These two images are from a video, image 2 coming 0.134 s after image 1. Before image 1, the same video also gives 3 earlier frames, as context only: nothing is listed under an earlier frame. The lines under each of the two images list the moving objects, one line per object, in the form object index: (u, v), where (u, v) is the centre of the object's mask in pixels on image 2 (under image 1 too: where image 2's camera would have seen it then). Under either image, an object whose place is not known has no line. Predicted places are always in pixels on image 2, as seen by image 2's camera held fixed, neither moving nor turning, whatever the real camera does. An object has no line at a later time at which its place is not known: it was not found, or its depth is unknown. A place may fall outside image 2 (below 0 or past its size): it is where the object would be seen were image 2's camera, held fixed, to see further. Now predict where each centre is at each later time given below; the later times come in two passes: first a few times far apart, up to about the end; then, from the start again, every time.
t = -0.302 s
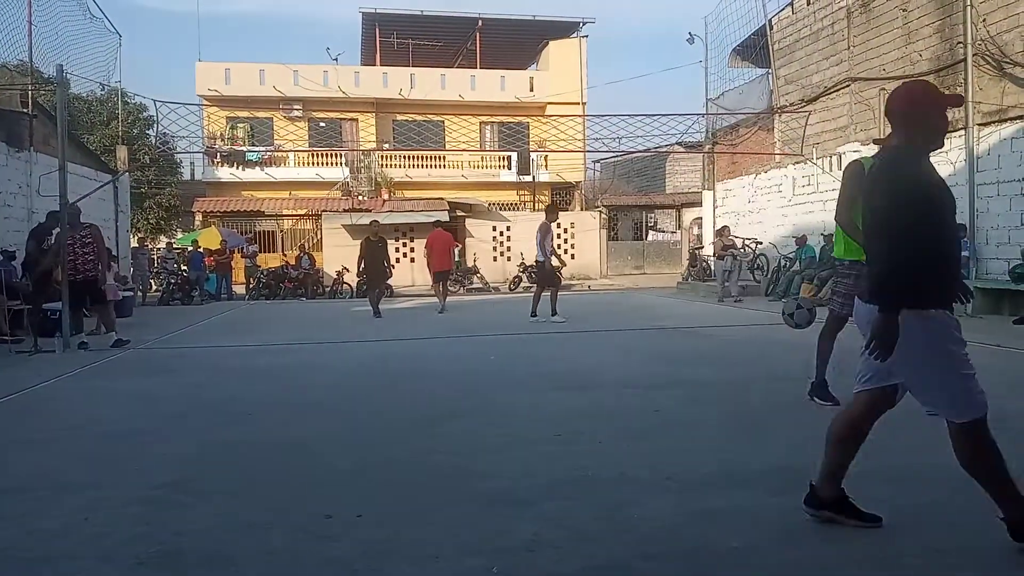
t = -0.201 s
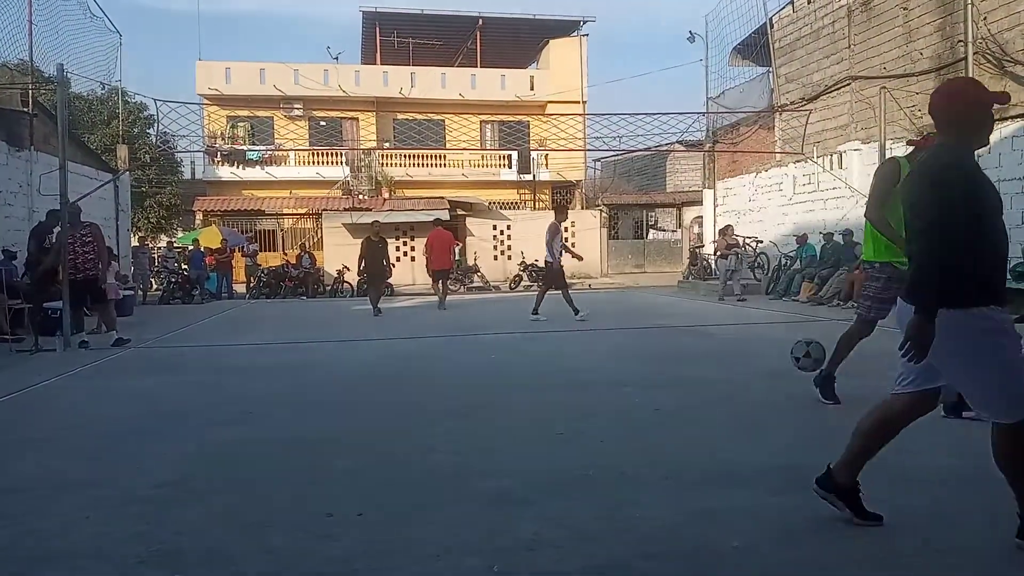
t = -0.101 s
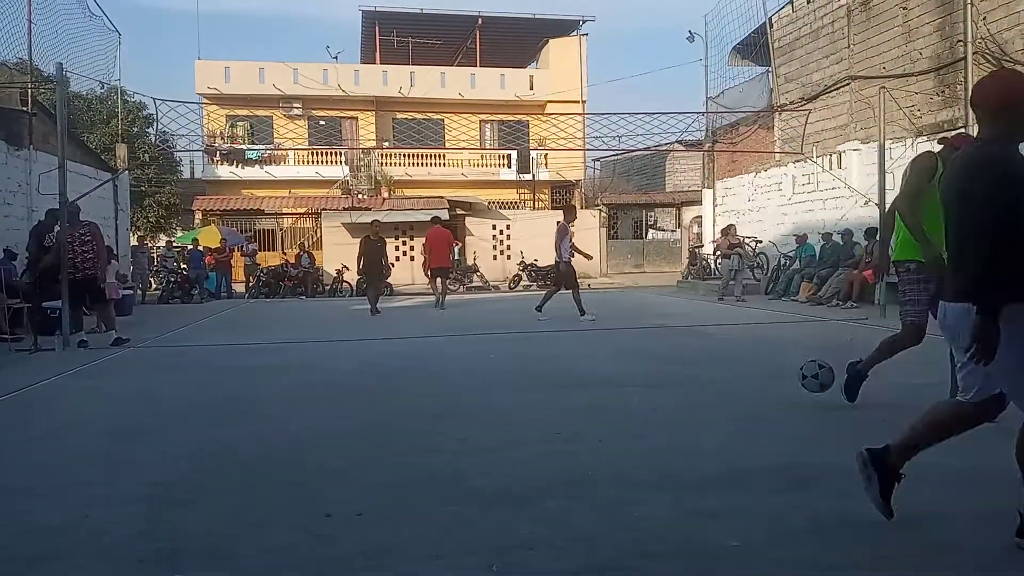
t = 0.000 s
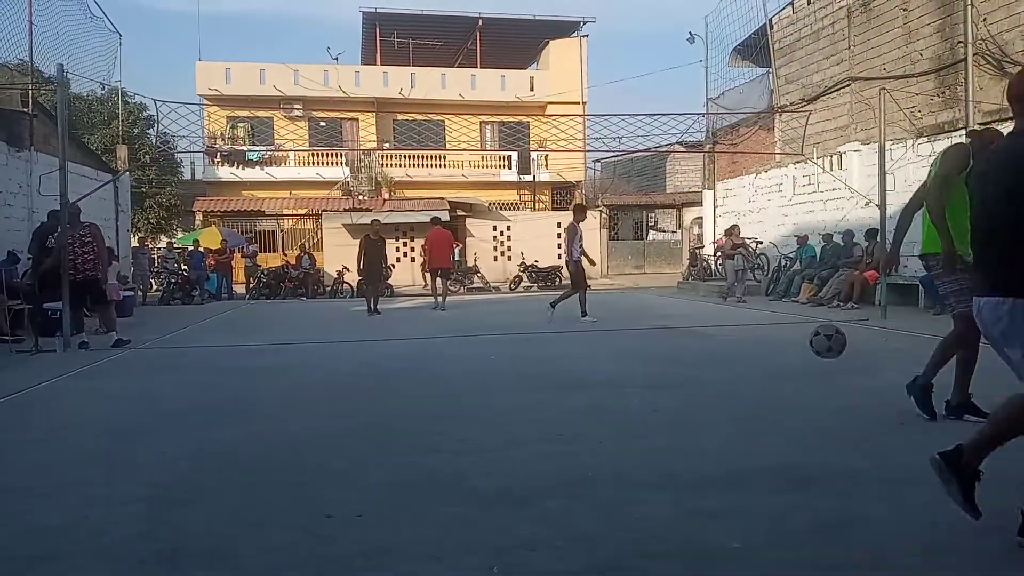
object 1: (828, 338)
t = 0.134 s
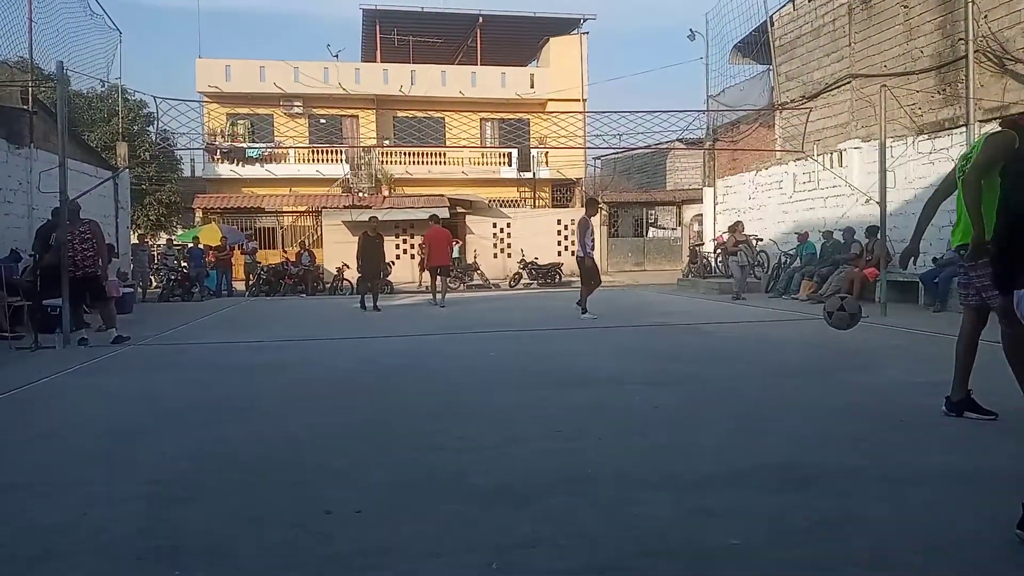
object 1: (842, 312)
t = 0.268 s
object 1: (859, 312)
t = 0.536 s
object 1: (897, 410)
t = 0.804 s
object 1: (942, 353)
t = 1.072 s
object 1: (997, 420)
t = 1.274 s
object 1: (1026, 405)
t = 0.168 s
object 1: (846, 309)
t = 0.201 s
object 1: (851, 309)
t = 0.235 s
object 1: (855, 310)
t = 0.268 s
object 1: (859, 312)
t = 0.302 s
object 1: (863, 317)
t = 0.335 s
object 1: (867, 324)
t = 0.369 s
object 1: (871, 332)
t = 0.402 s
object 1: (876, 343)
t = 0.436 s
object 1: (881, 356)
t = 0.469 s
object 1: (886, 372)
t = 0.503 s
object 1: (893, 390)
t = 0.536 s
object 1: (897, 410)
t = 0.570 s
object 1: (898, 408)
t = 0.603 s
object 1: (902, 394)
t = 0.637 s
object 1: (910, 384)
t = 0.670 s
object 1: (917, 374)
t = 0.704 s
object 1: (923, 365)
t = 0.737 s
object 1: (929, 360)
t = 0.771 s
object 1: (935, 355)
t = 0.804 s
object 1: (942, 353)
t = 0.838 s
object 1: (948, 353)
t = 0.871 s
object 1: (955, 355)
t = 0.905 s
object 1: (961, 360)
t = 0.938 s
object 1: (968, 367)
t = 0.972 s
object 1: (975, 376)
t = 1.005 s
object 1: (983, 388)
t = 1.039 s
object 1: (990, 403)
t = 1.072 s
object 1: (997, 420)
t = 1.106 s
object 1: (1005, 441)
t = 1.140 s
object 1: (1012, 448)
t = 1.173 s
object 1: (1017, 435)
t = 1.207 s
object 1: (1020, 422)
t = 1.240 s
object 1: (1022, 412)
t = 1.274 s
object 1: (1026, 405)
